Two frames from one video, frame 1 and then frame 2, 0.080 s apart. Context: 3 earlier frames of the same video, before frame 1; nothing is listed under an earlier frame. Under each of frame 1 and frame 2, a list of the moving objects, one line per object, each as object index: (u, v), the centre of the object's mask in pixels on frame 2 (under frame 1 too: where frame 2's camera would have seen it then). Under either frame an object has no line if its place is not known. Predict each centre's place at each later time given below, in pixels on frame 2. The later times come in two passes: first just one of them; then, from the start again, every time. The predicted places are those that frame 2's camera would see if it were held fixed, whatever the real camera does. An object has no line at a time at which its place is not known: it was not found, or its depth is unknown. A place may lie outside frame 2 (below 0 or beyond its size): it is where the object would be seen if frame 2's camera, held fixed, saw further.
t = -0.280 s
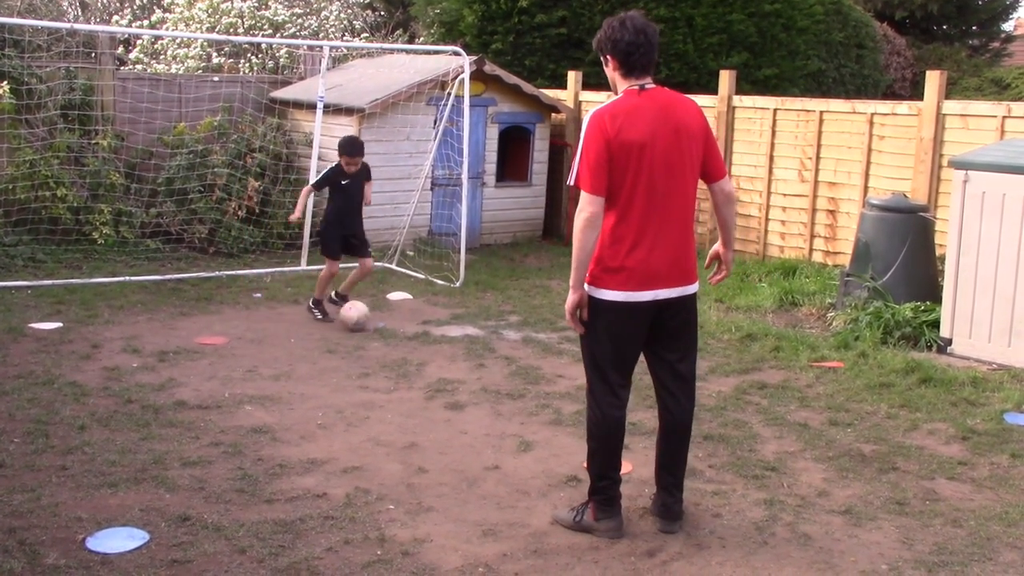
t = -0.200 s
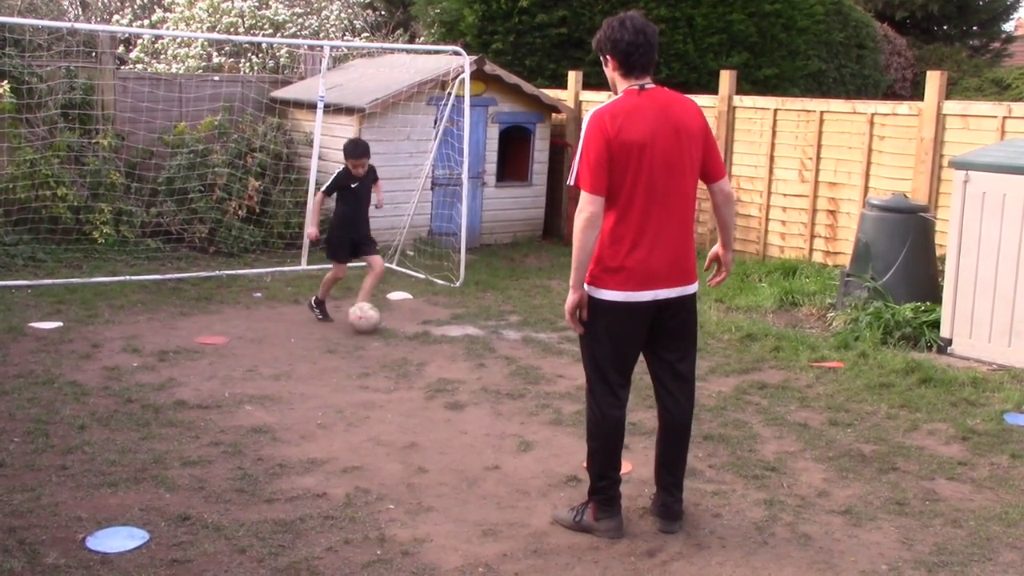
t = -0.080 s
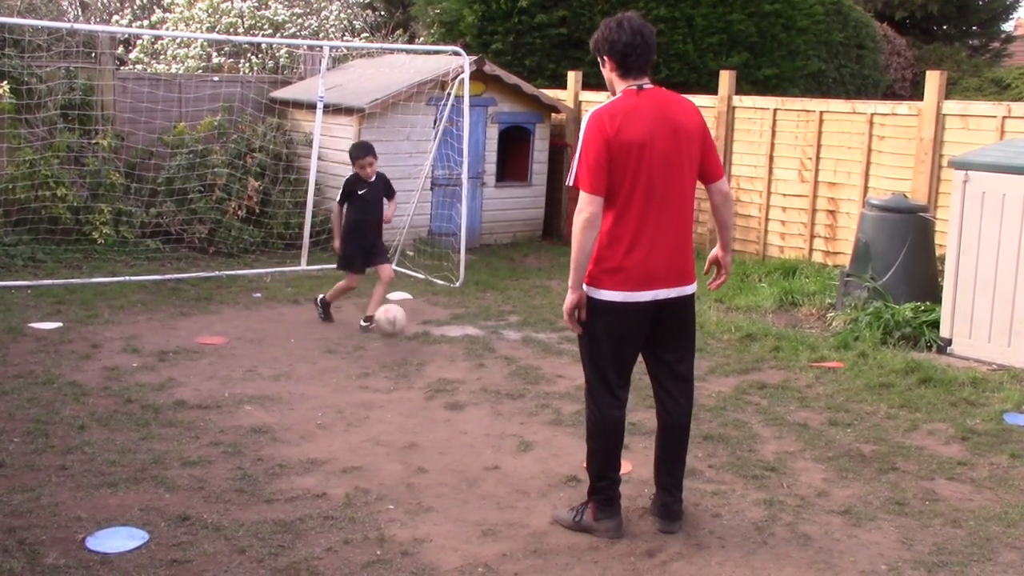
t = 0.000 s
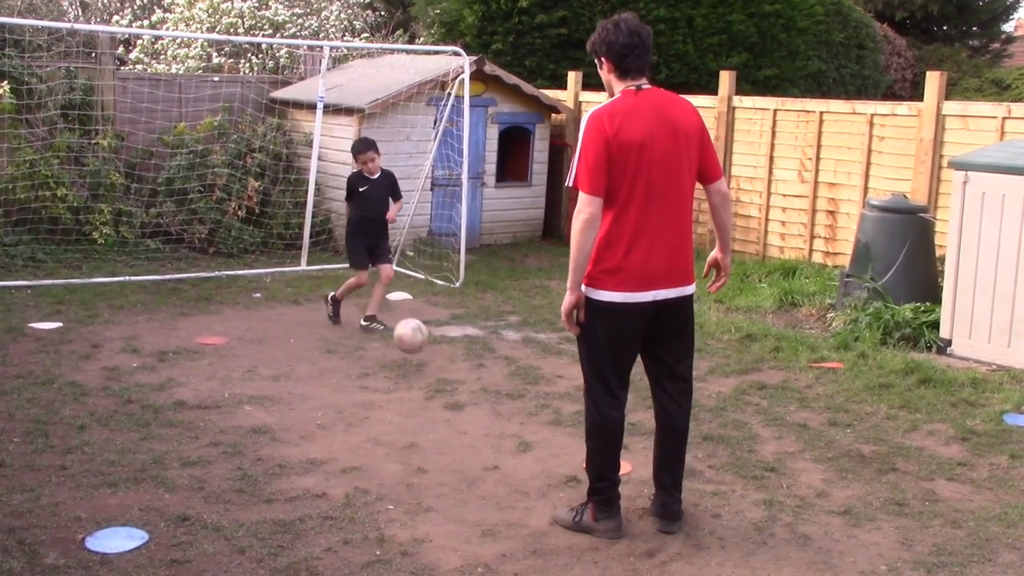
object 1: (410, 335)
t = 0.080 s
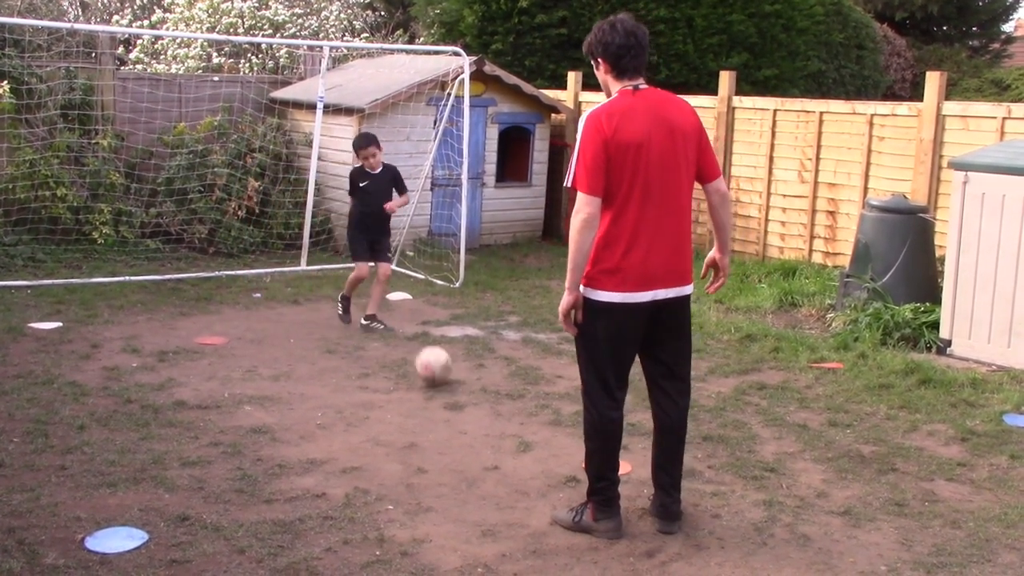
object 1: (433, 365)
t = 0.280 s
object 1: (468, 374)
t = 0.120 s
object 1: (441, 368)
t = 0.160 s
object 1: (448, 366)
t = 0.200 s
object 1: (454, 366)
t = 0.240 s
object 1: (461, 368)
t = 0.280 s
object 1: (468, 374)
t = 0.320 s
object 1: (475, 384)
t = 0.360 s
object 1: (483, 399)
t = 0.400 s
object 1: (490, 416)
